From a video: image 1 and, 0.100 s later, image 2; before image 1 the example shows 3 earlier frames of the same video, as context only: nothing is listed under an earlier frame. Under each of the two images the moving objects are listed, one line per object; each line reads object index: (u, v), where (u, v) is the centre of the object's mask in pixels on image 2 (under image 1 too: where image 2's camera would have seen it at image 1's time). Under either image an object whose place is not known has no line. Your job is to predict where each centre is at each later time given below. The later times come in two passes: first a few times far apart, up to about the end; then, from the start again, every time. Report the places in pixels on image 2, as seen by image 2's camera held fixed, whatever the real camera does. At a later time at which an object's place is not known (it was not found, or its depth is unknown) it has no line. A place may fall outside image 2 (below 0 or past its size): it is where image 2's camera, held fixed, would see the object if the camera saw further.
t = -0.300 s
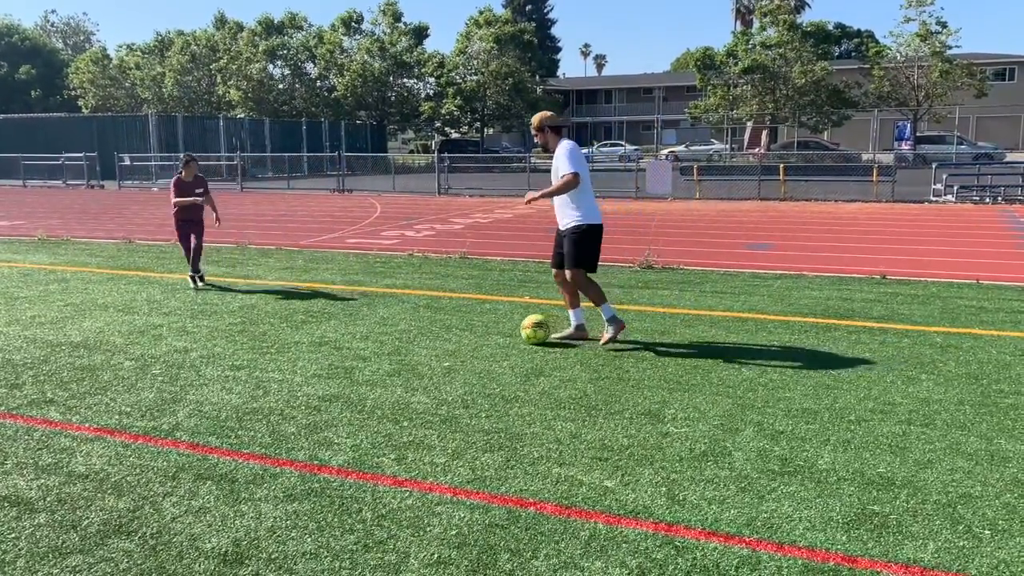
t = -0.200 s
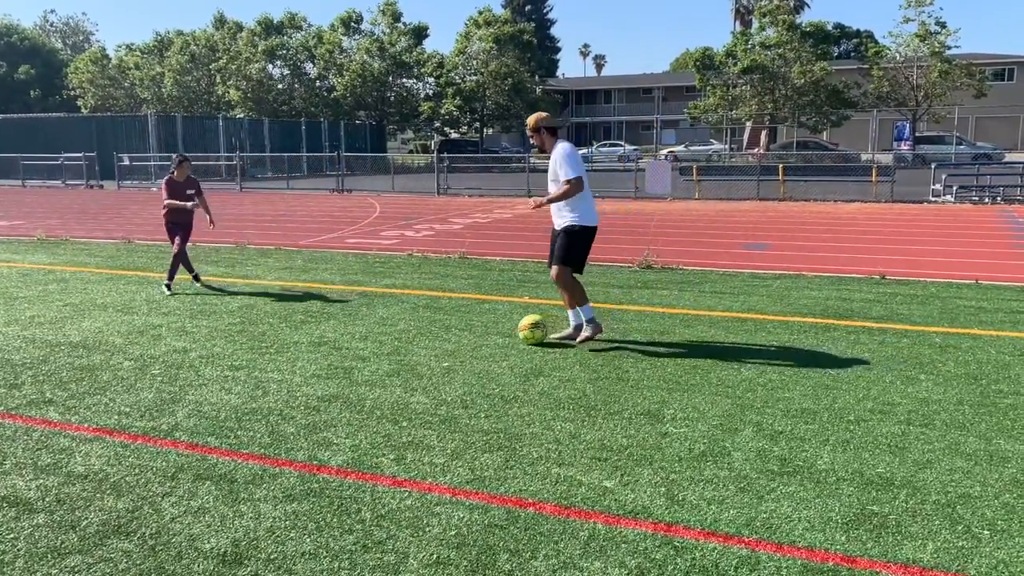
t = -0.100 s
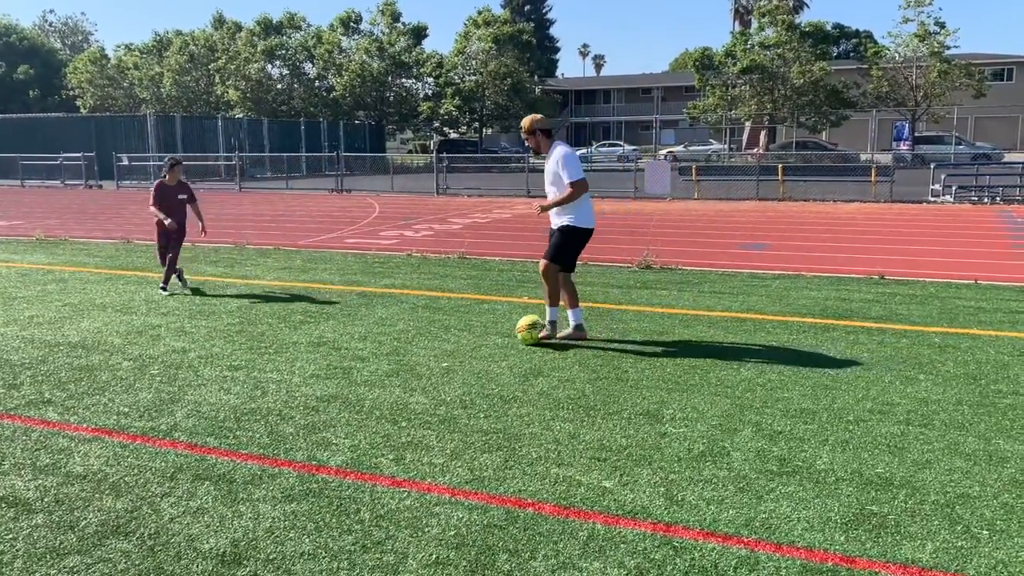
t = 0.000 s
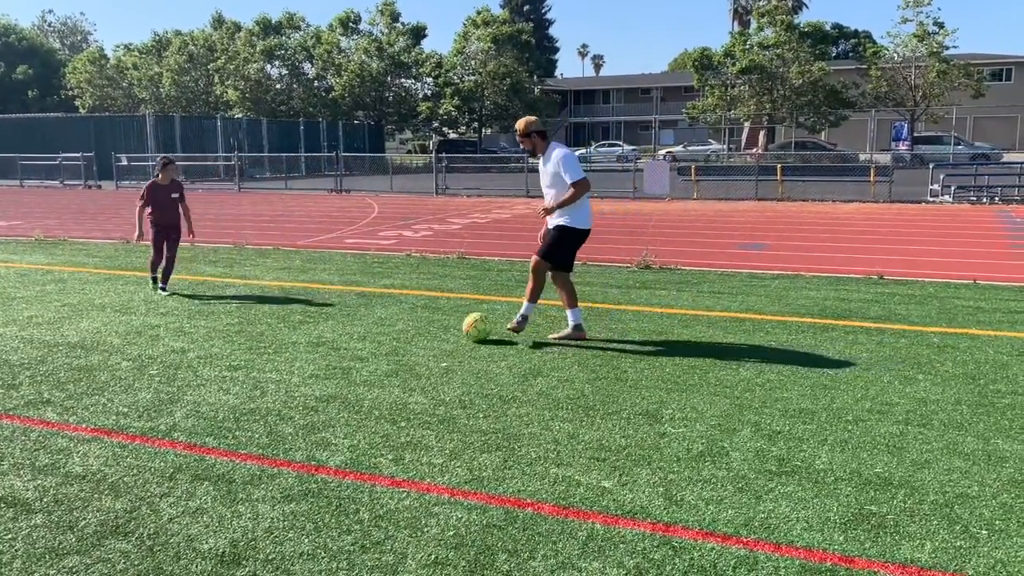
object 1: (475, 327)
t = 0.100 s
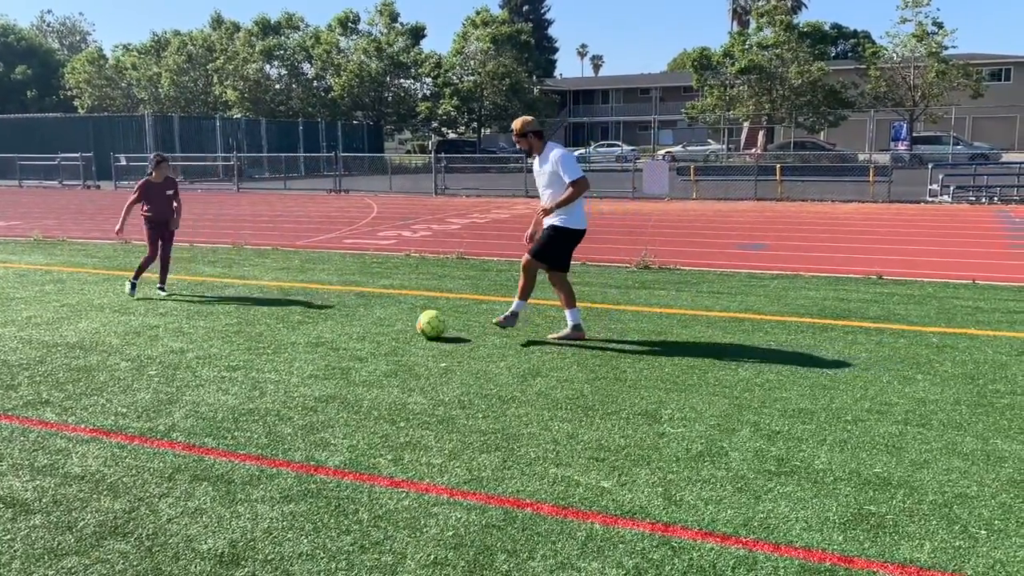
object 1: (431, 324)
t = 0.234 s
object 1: (380, 322)
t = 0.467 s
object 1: (310, 319)
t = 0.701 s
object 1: (248, 315)
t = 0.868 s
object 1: (207, 314)
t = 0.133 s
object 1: (417, 323)
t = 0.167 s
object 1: (404, 323)
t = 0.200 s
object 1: (392, 323)
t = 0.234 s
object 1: (380, 322)
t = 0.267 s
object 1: (369, 321)
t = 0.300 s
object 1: (359, 321)
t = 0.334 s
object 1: (349, 321)
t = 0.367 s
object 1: (339, 320)
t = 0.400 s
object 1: (330, 320)
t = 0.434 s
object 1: (320, 319)
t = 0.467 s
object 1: (310, 319)
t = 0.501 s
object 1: (302, 318)
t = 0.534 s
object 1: (292, 317)
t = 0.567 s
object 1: (283, 317)
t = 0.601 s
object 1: (274, 317)
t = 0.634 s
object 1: (266, 316)
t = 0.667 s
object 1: (257, 315)
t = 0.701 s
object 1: (248, 315)
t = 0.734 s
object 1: (239, 315)
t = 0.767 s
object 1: (231, 313)
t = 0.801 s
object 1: (224, 314)
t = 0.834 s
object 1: (215, 314)
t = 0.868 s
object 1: (207, 314)
